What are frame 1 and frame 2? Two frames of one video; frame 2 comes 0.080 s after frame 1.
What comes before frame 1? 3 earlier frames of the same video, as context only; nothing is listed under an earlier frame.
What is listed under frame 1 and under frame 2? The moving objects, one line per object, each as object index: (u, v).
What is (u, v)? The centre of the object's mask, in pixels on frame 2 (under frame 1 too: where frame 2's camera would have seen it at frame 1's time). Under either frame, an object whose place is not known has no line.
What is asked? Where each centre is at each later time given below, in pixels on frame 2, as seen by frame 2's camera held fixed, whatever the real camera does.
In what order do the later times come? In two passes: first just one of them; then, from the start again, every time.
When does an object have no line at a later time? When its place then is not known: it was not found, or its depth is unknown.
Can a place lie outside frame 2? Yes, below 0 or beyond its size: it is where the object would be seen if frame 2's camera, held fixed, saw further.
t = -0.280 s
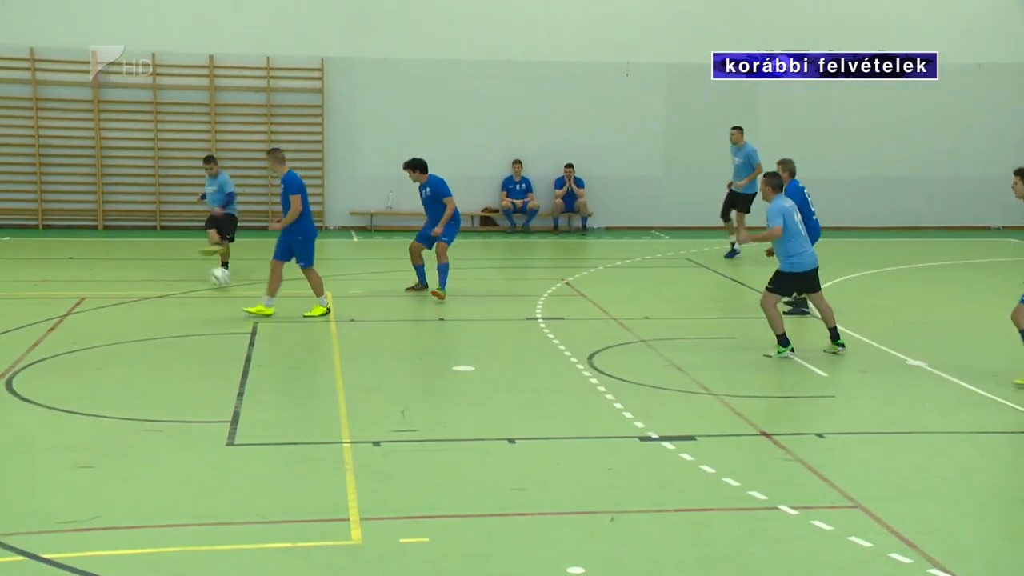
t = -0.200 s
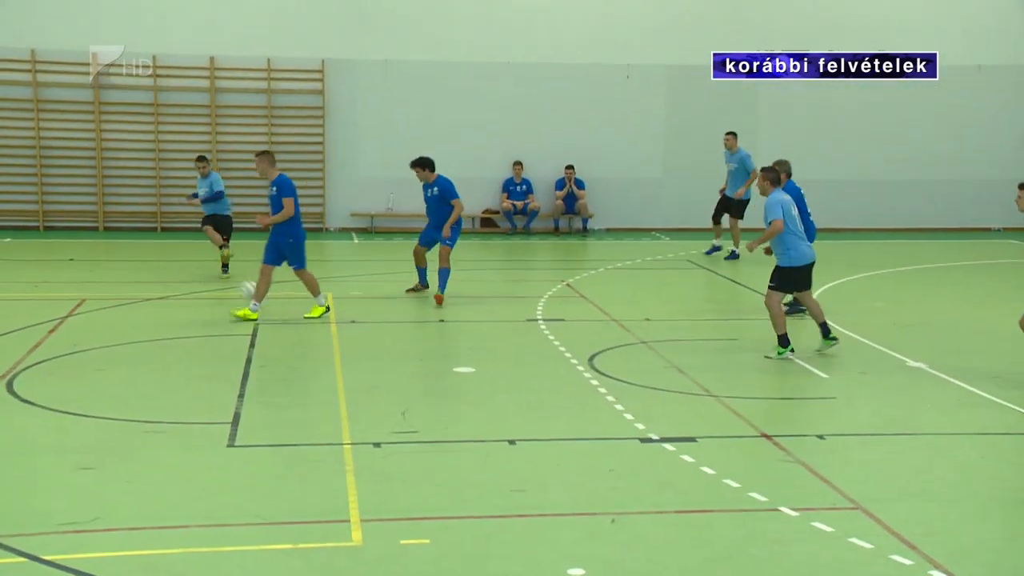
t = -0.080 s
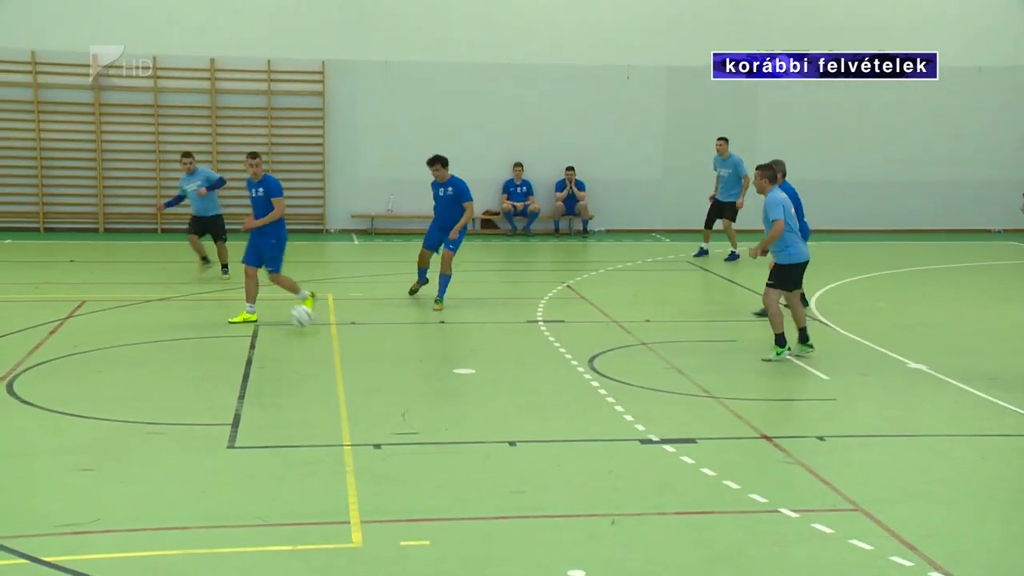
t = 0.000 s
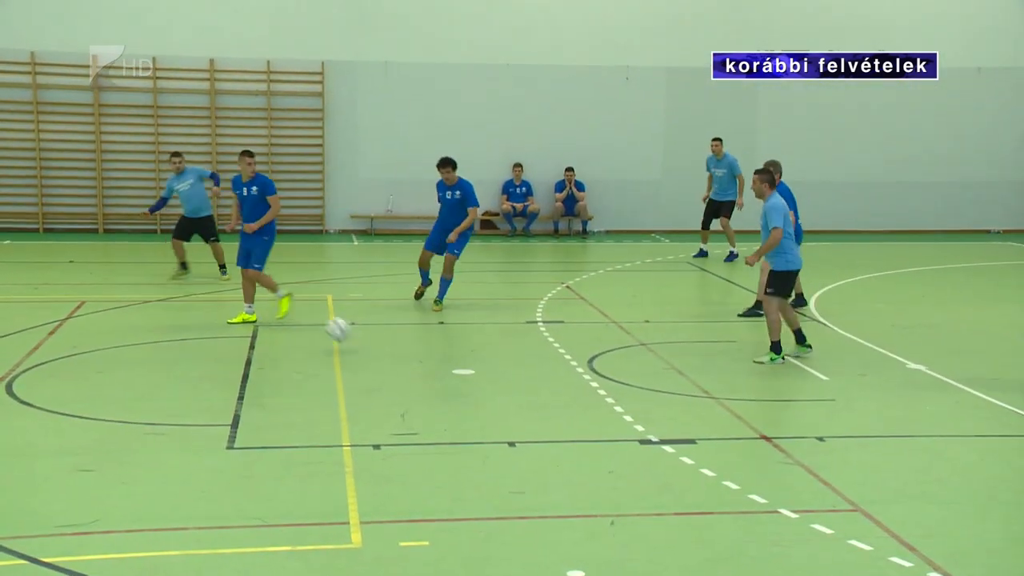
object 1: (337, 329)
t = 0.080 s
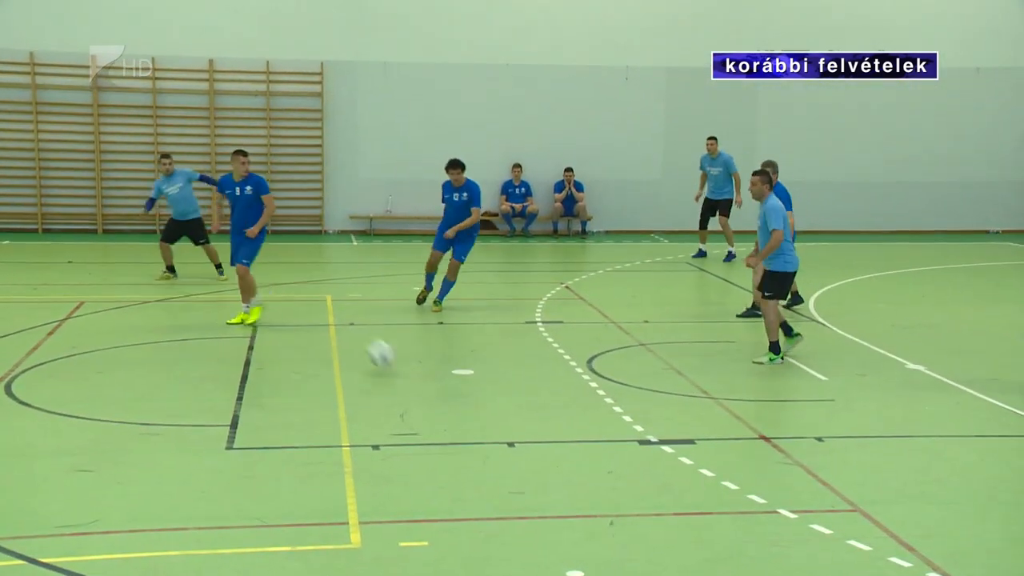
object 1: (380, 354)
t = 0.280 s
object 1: (507, 399)
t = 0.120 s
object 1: (406, 371)
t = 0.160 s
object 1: (429, 378)
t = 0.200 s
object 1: (454, 381)
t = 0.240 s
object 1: (479, 390)
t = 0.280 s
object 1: (507, 399)
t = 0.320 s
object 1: (536, 415)
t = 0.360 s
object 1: (568, 432)
